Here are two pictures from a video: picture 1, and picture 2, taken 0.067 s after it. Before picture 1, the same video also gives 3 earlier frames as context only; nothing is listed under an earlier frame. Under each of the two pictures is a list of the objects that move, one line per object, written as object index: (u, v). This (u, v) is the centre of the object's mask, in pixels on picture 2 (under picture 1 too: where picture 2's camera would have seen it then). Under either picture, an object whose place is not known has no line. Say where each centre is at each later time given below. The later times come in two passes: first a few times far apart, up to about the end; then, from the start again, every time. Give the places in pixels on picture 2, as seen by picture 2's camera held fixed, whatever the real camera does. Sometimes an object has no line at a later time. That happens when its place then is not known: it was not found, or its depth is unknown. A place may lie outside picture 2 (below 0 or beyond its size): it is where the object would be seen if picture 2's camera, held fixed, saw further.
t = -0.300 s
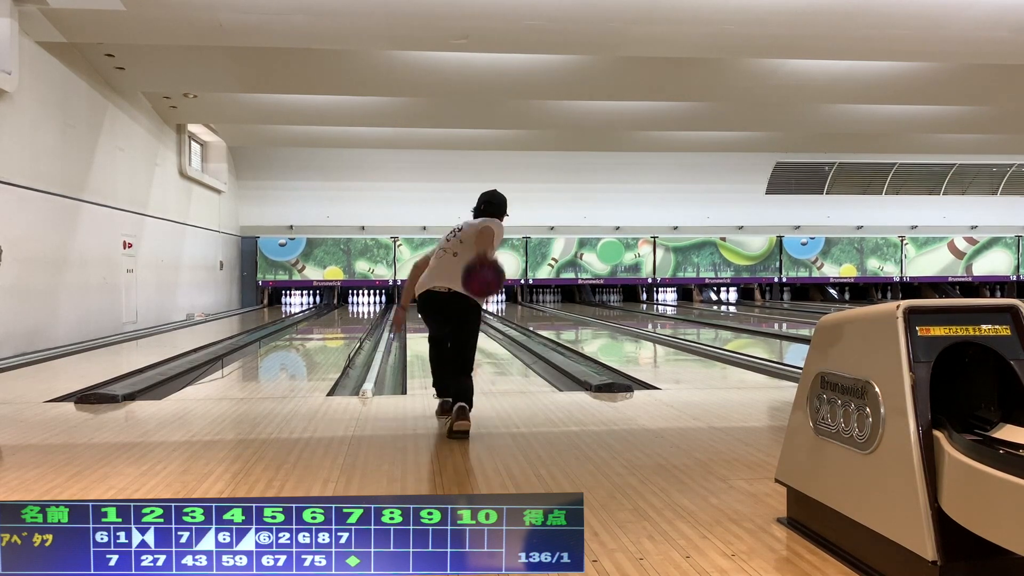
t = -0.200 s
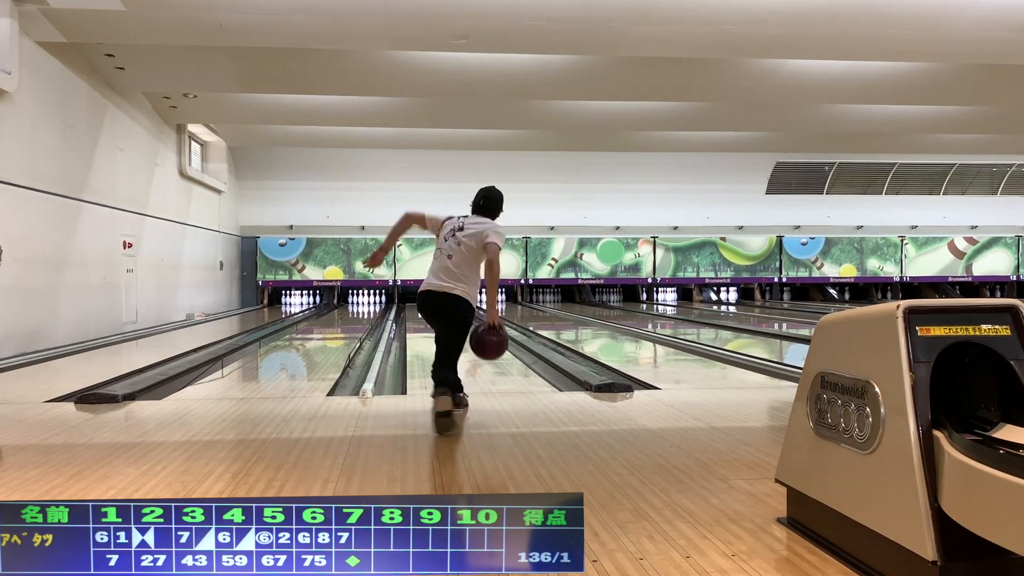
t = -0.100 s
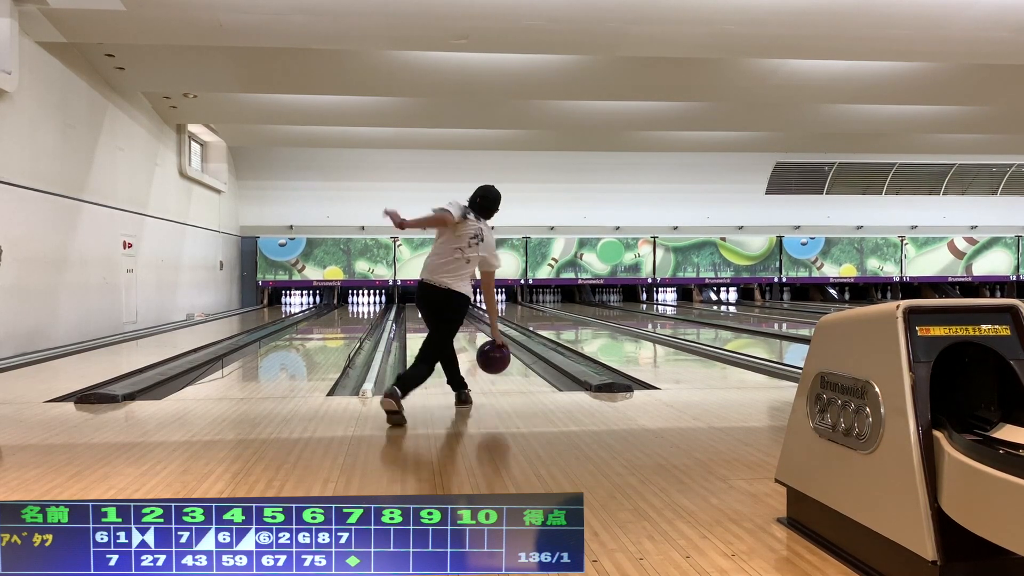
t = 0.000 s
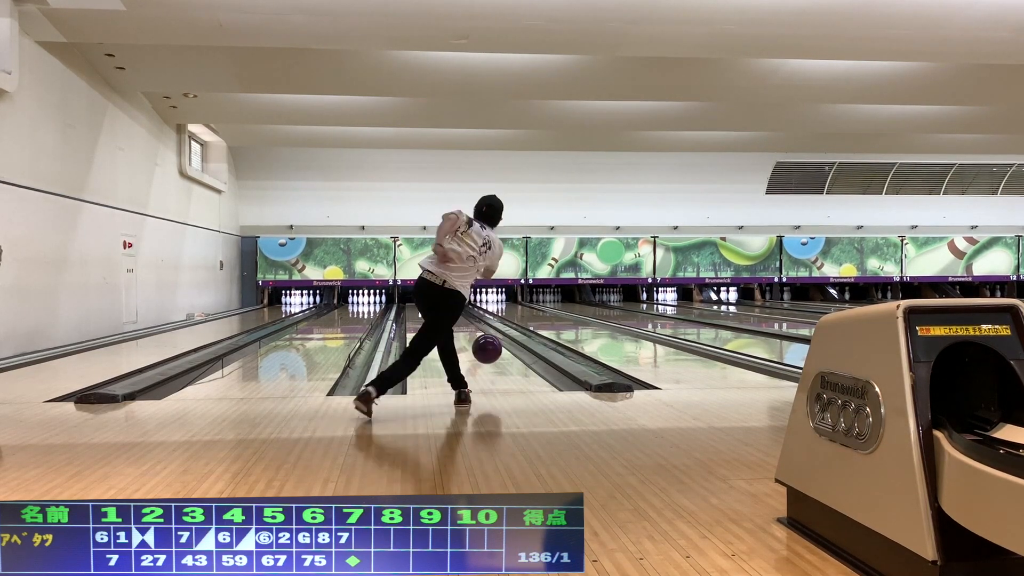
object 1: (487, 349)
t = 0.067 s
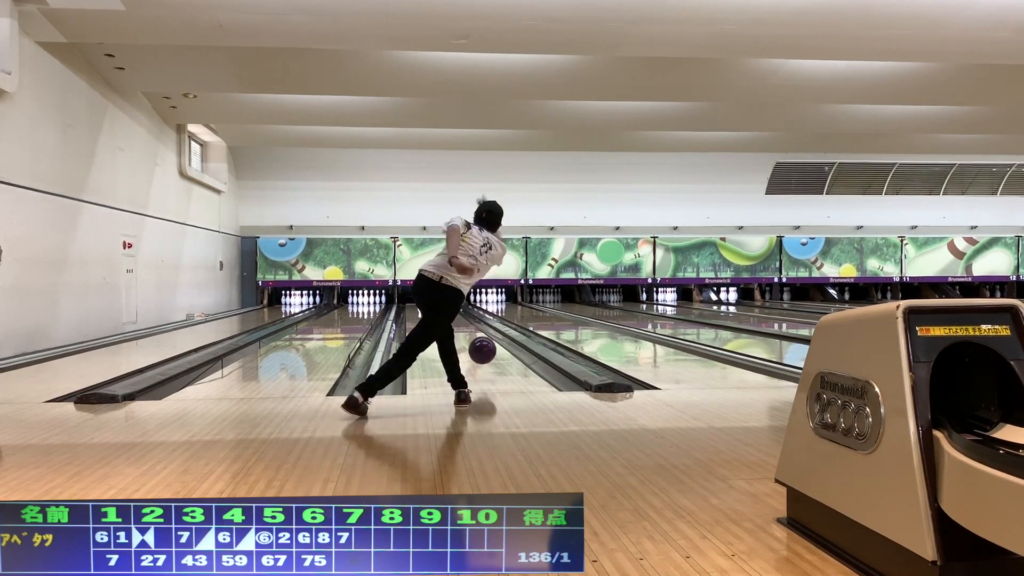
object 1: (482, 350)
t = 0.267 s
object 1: (472, 349)
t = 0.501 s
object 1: (465, 336)
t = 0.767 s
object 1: (459, 325)
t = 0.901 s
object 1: (457, 321)
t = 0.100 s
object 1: (480, 353)
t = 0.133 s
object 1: (479, 356)
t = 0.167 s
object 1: (477, 357)
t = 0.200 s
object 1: (475, 353)
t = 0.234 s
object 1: (474, 352)
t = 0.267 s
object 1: (472, 349)
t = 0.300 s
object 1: (471, 347)
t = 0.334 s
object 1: (470, 345)
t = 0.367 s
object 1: (469, 342)
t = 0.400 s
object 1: (467, 341)
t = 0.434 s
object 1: (466, 339)
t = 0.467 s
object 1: (466, 337)
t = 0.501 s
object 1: (465, 336)
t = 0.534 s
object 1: (464, 334)
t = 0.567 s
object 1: (462, 332)
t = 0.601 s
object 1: (462, 332)
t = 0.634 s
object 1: (461, 331)
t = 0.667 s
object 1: (461, 329)
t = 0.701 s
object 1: (460, 328)
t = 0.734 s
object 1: (460, 327)
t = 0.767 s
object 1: (459, 325)
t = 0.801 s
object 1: (459, 324)
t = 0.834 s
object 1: (458, 323)
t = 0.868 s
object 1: (458, 322)
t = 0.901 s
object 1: (457, 321)
